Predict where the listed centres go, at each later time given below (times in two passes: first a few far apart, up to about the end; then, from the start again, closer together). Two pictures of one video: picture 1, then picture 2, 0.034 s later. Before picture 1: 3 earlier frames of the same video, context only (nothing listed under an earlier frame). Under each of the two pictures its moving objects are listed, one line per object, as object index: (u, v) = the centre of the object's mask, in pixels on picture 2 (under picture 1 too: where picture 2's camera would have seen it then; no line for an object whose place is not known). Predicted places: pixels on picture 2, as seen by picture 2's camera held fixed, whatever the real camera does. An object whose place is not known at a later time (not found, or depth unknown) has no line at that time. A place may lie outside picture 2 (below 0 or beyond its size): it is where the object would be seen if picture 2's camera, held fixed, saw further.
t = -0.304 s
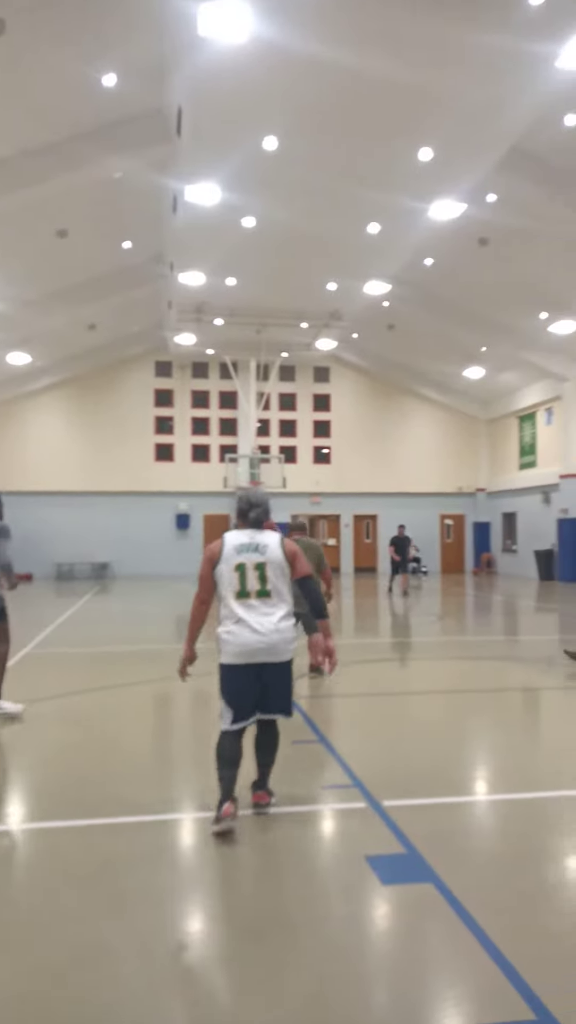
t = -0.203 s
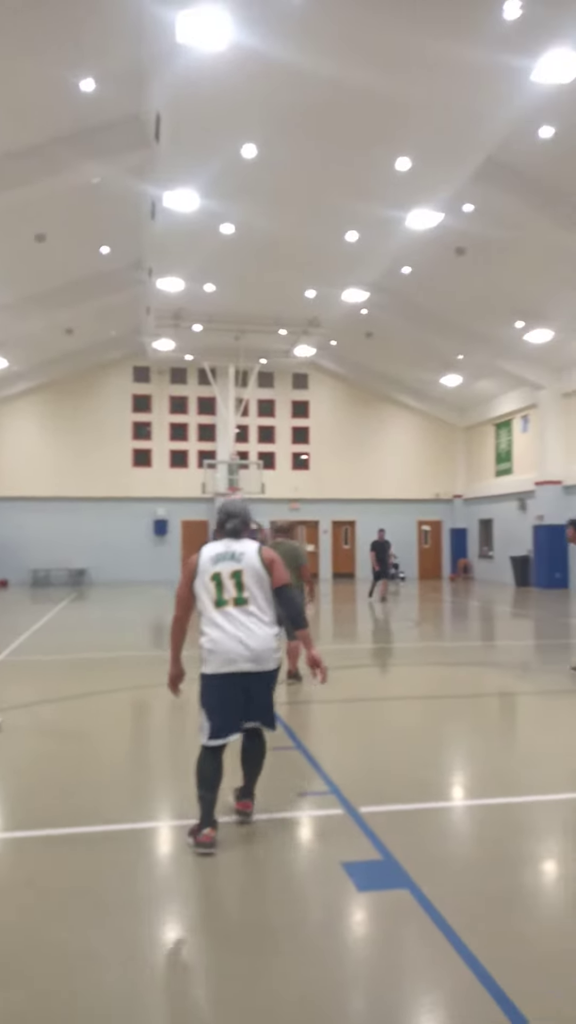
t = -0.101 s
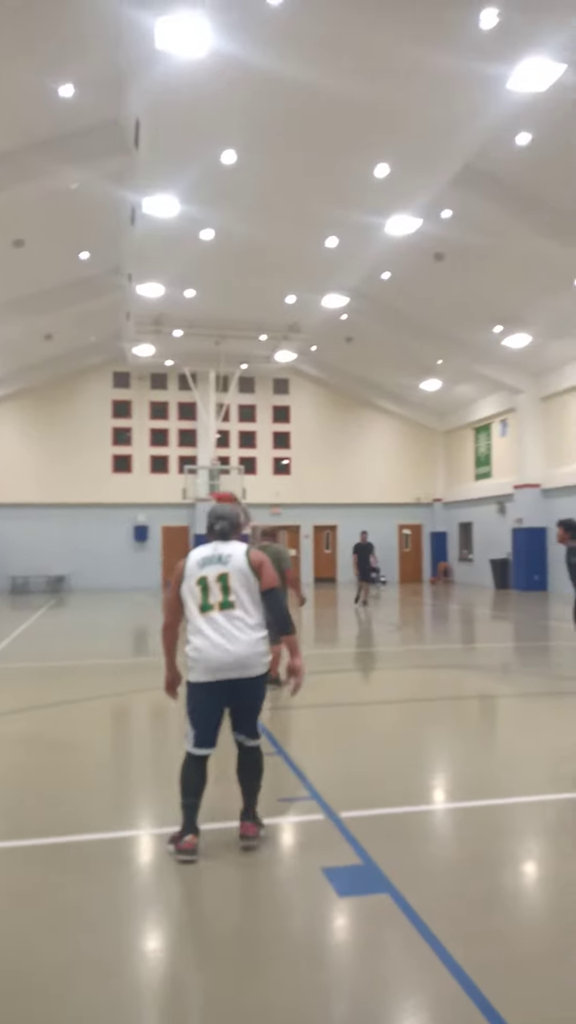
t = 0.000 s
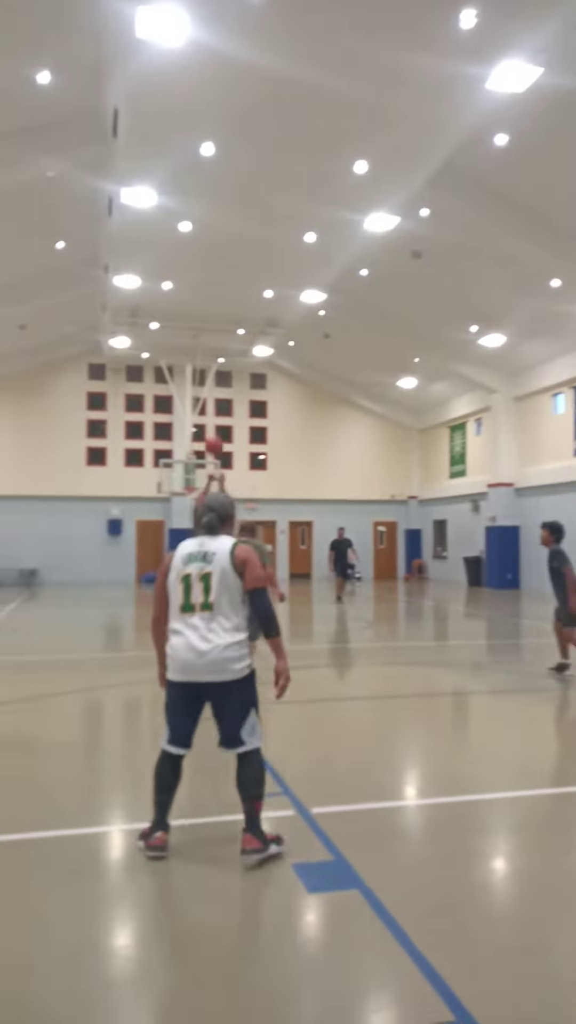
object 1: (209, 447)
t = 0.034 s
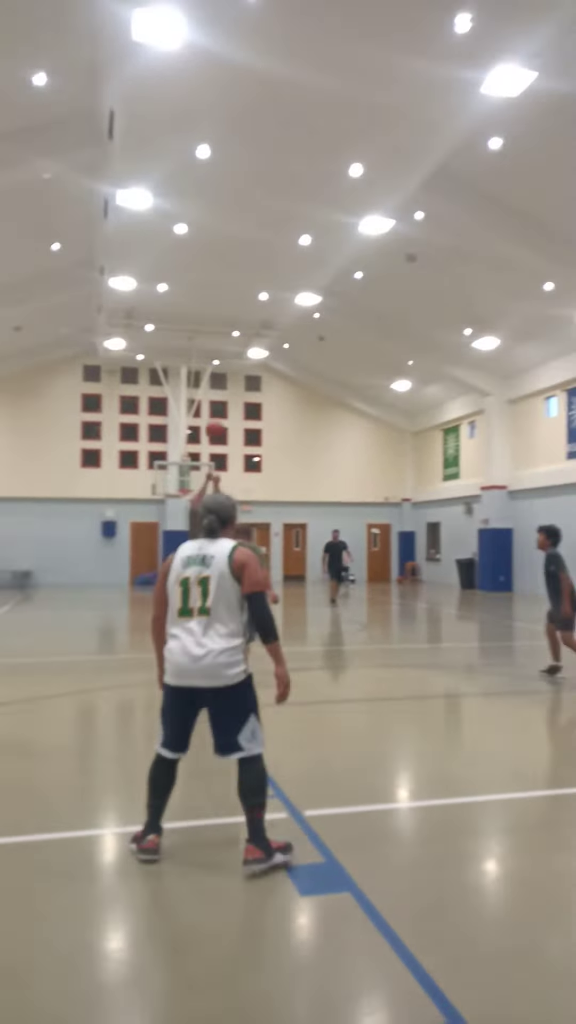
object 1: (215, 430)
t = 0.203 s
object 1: (253, 338)
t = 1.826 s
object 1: (371, 248)
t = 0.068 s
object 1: (220, 411)
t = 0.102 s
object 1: (229, 393)
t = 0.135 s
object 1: (238, 376)
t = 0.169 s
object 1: (246, 358)
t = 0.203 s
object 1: (253, 338)
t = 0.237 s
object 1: (263, 324)
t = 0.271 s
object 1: (271, 308)
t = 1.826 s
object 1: (371, 248)
